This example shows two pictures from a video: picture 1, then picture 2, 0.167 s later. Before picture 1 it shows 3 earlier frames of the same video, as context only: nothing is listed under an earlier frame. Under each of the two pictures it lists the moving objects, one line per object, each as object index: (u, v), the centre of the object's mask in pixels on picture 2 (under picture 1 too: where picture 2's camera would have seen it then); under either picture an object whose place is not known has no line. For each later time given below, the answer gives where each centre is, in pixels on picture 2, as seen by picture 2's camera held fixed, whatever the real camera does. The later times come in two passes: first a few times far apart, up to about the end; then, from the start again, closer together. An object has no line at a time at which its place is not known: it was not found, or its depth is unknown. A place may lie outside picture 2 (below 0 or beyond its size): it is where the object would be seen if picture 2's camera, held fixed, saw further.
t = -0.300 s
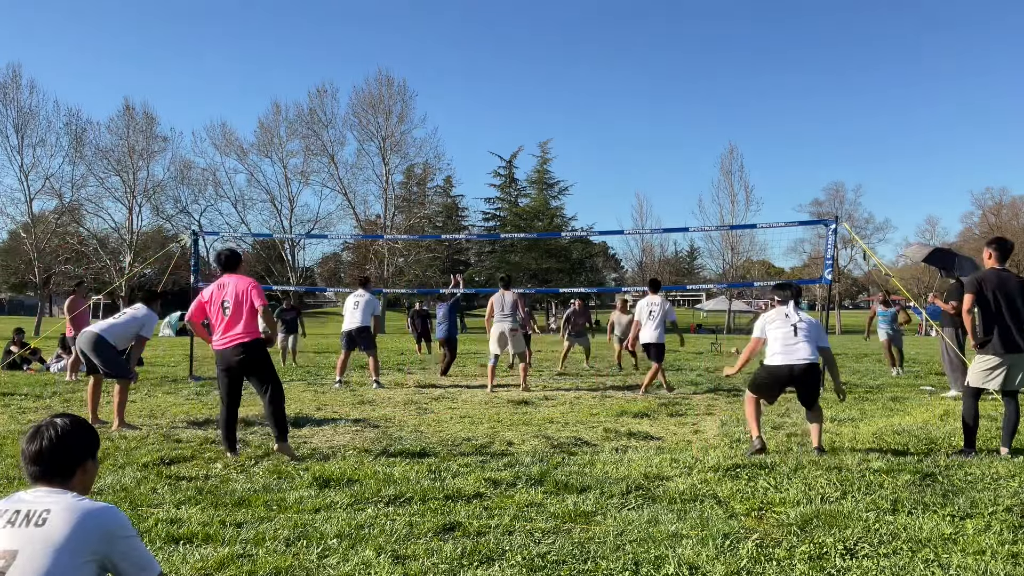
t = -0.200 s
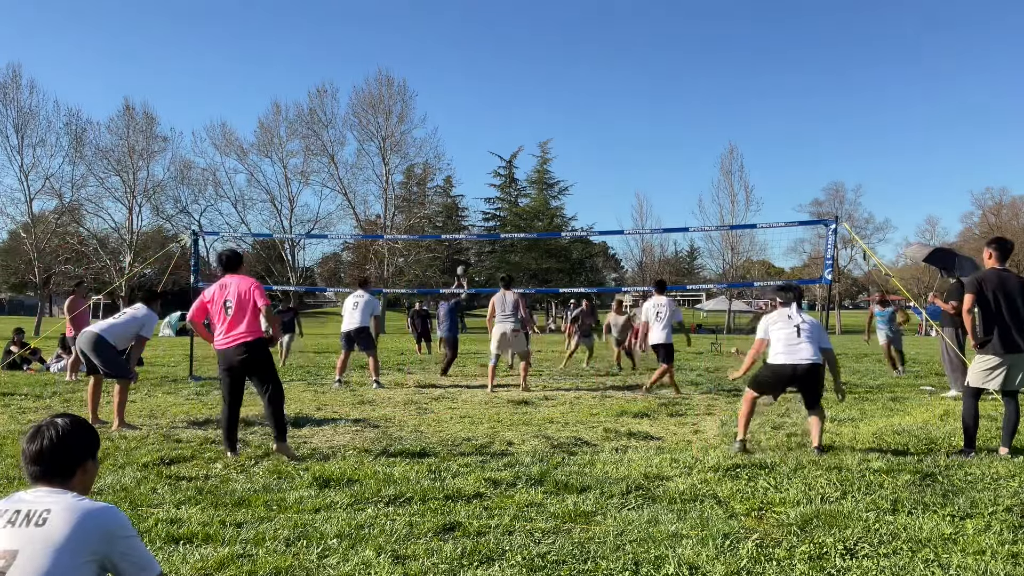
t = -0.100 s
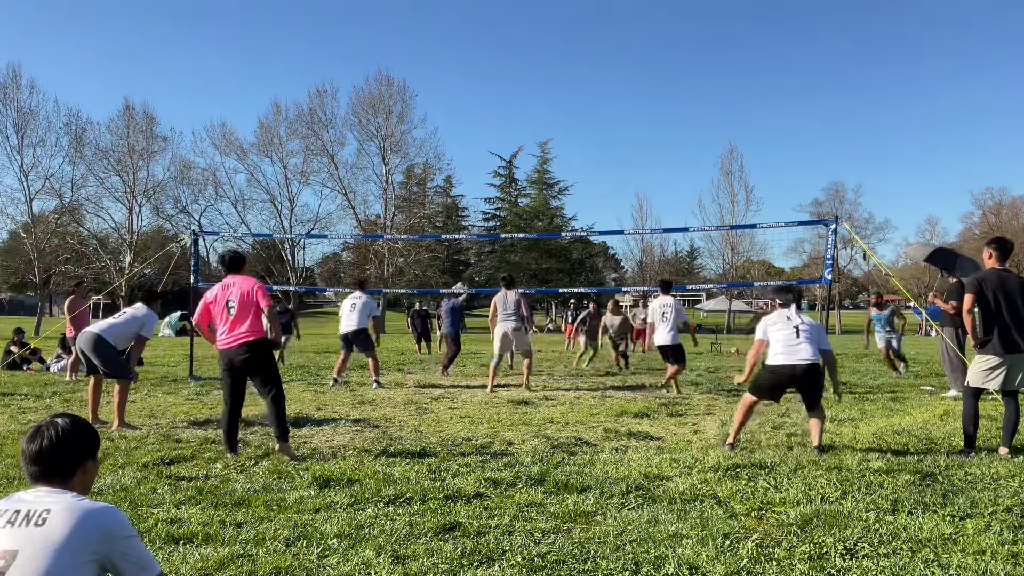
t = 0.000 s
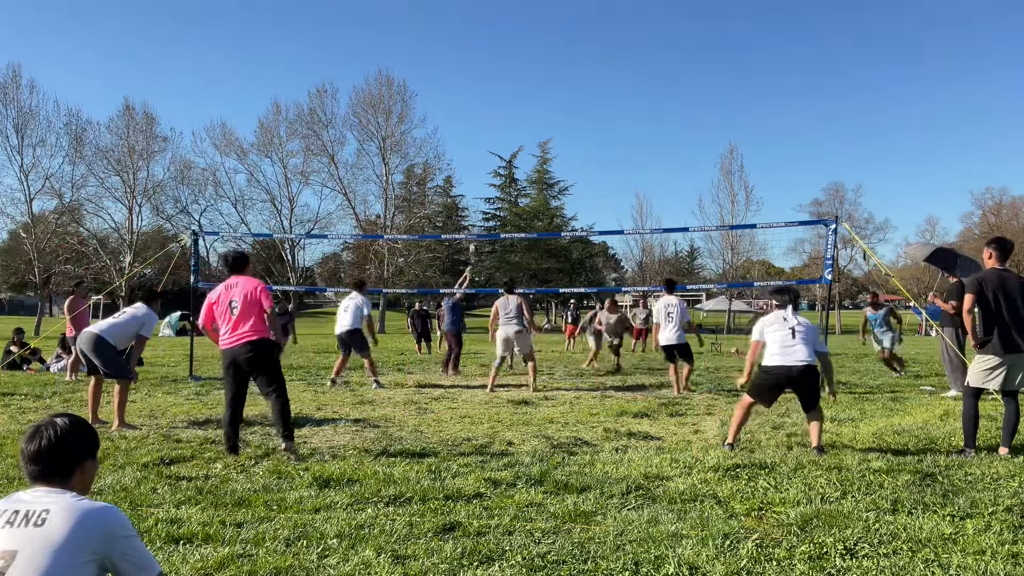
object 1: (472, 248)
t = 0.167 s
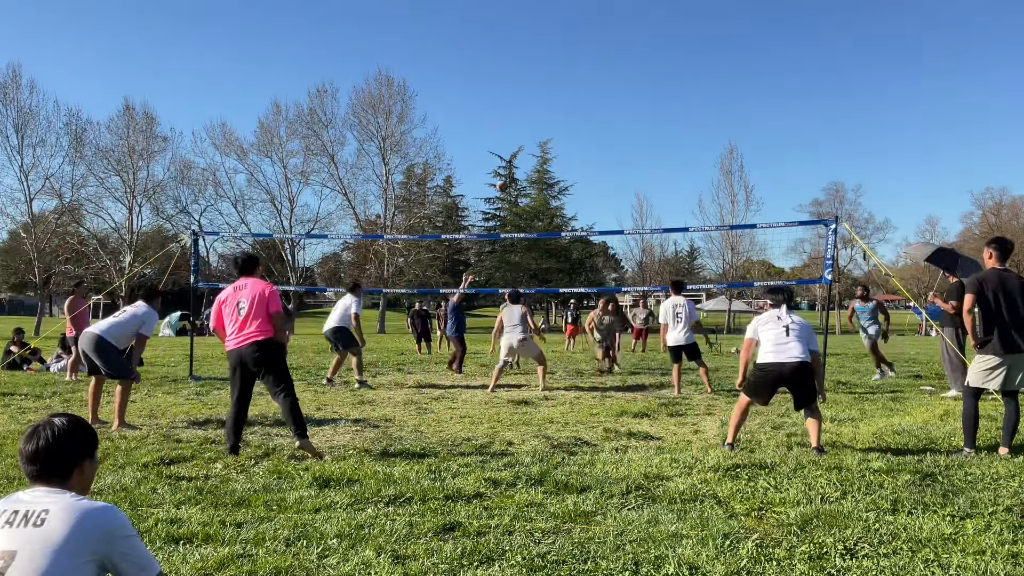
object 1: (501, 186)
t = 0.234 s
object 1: (513, 165)
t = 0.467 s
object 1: (552, 111)
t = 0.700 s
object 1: (592, 86)
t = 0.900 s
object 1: (627, 89)
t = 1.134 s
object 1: (670, 124)
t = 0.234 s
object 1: (513, 165)
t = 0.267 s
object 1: (518, 155)
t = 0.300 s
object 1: (524, 146)
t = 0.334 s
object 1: (530, 138)
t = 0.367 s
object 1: (535, 130)
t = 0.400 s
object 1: (541, 123)
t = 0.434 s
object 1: (546, 117)
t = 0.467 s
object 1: (552, 111)
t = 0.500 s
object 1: (558, 105)
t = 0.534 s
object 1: (563, 100)
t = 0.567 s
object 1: (569, 96)
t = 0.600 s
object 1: (575, 92)
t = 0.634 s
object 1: (580, 89)
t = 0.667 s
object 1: (586, 87)
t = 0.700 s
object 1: (592, 86)
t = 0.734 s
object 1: (598, 84)
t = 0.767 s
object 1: (604, 84)
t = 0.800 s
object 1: (610, 84)
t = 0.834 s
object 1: (616, 86)
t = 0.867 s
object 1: (622, 87)
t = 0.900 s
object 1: (627, 89)
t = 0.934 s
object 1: (634, 92)
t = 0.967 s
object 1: (640, 95)
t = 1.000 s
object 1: (646, 100)
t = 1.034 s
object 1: (652, 105)
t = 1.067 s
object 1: (658, 110)
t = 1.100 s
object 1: (664, 117)
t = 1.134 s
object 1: (670, 124)
